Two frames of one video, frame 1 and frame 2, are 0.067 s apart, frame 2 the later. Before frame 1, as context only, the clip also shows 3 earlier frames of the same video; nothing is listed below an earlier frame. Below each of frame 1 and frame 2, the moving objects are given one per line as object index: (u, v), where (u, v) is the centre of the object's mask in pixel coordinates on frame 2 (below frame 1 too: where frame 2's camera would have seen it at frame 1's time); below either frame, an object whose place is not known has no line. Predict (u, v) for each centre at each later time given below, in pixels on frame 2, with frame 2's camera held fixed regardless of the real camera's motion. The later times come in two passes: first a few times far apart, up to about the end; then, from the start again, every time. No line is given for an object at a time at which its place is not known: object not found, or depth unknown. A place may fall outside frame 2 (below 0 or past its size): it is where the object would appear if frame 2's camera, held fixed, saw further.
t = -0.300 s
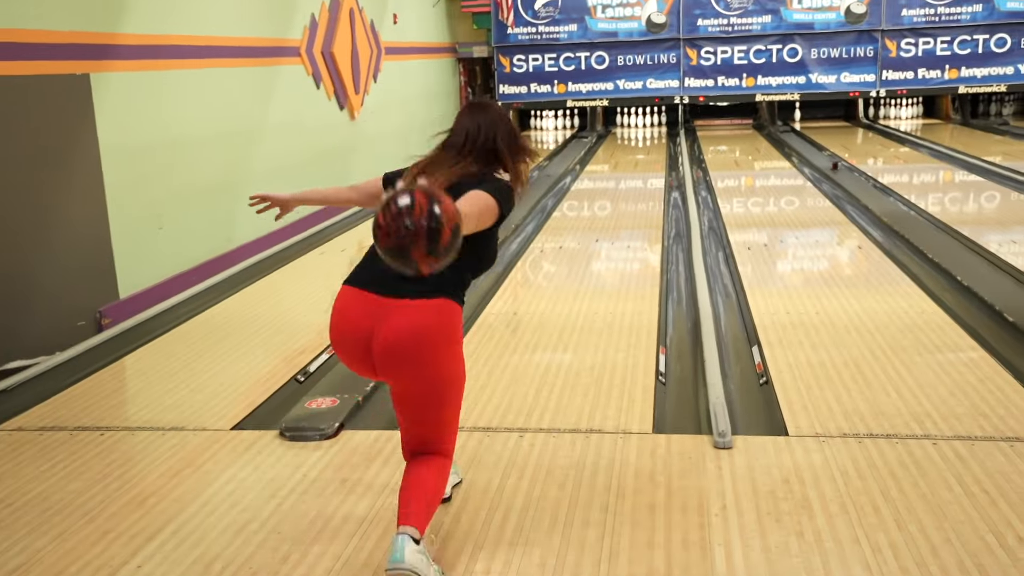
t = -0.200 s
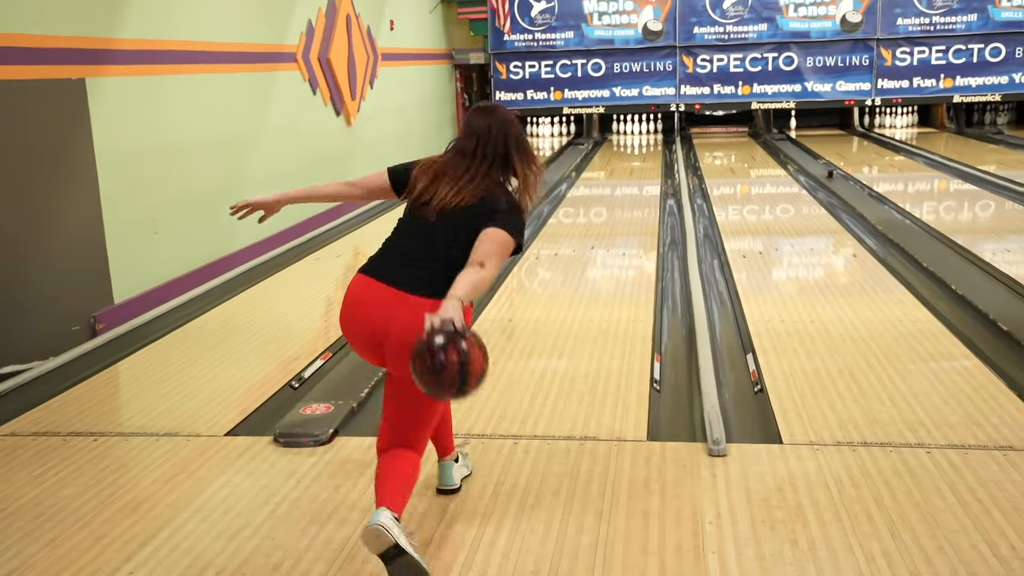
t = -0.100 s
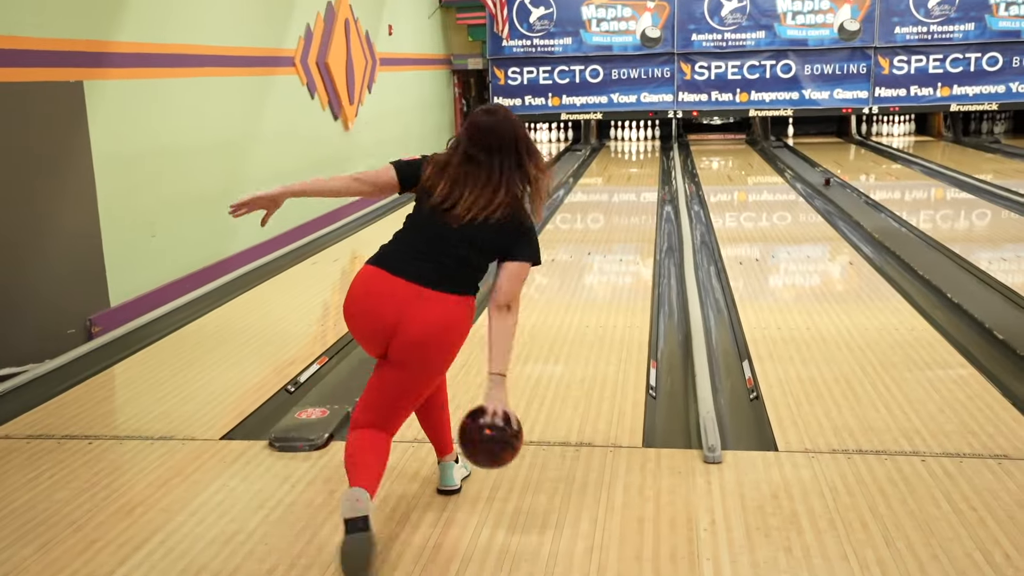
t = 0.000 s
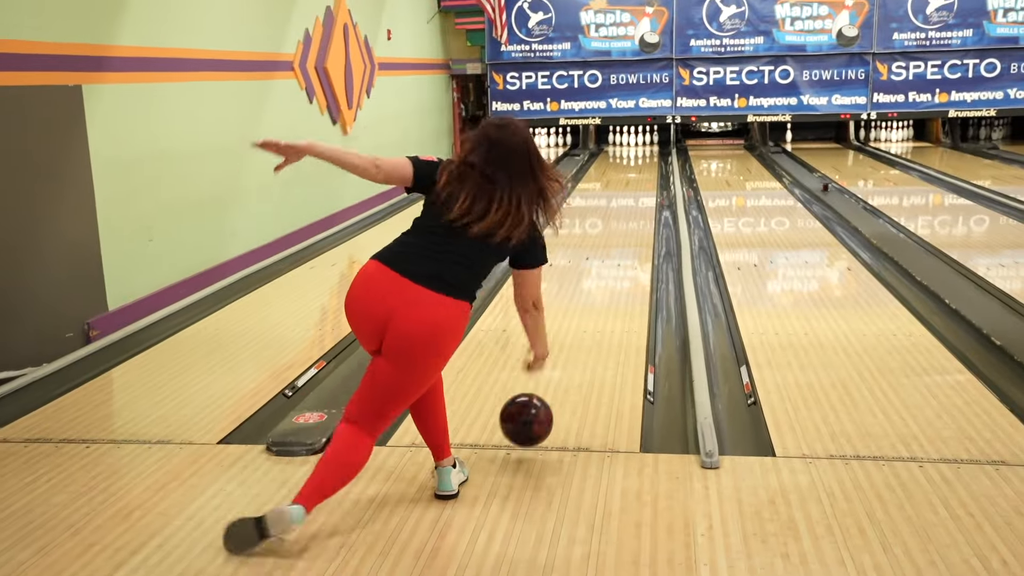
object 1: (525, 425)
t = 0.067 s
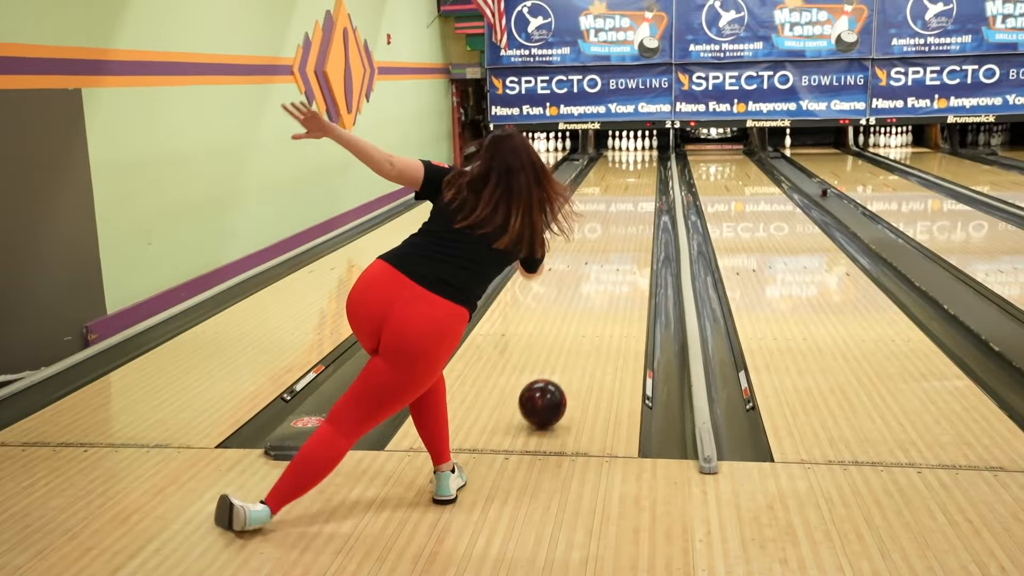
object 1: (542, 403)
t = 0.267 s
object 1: (578, 328)
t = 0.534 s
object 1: (605, 269)
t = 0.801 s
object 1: (621, 233)
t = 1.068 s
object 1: (630, 208)
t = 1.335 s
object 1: (638, 191)
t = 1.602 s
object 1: (643, 178)
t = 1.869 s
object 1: (645, 168)
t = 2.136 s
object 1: (645, 162)
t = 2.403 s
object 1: (640, 157)
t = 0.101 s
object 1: (550, 386)
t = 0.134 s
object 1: (556, 374)
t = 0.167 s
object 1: (563, 361)
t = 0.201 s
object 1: (568, 349)
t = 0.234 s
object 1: (573, 338)
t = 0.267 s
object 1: (578, 328)
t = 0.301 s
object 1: (582, 319)
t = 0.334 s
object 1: (586, 310)
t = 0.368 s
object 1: (590, 302)
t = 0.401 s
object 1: (593, 295)
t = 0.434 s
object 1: (596, 287)
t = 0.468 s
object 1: (599, 281)
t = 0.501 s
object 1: (602, 274)
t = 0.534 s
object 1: (605, 269)
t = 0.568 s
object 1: (607, 263)
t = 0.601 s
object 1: (610, 258)
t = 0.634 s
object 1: (612, 253)
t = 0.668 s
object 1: (614, 249)
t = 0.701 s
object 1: (616, 245)
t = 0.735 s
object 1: (618, 241)
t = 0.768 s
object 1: (619, 237)
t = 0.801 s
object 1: (621, 233)
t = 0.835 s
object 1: (622, 229)
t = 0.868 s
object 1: (623, 226)
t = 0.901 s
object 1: (625, 222)
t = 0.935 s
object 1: (626, 219)
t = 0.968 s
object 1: (627, 216)
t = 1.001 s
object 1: (628, 214)
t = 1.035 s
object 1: (629, 211)
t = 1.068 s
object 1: (630, 208)
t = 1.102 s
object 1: (631, 206)
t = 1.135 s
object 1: (632, 203)
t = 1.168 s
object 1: (633, 201)
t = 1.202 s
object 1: (634, 199)
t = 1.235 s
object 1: (635, 196)
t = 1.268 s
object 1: (636, 195)
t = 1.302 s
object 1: (636, 193)
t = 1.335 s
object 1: (638, 191)
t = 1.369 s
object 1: (638, 189)
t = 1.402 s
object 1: (639, 187)
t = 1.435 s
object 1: (640, 186)
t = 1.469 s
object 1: (640, 184)
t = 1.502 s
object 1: (641, 183)
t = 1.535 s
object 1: (642, 181)
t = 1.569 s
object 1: (642, 180)
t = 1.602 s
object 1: (643, 178)
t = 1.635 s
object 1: (643, 177)
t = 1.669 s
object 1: (644, 175)
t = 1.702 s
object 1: (644, 174)
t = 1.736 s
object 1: (644, 173)
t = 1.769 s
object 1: (644, 171)
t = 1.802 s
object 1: (645, 170)
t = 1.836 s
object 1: (645, 170)
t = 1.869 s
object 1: (645, 168)
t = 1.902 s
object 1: (645, 167)
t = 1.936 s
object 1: (645, 166)
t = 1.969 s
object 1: (645, 165)
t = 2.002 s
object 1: (645, 165)
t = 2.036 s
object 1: (645, 164)
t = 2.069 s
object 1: (645, 163)
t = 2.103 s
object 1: (645, 163)
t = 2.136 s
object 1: (645, 162)
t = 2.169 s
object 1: (644, 162)
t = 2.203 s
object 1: (643, 161)
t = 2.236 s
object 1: (643, 160)
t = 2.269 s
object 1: (642, 160)
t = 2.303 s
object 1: (641, 159)
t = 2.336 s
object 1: (641, 158)
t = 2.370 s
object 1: (640, 157)
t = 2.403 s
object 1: (640, 157)
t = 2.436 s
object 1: (639, 156)
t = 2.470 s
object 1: (638, 156)
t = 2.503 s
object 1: (638, 155)
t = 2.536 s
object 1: (638, 155)
